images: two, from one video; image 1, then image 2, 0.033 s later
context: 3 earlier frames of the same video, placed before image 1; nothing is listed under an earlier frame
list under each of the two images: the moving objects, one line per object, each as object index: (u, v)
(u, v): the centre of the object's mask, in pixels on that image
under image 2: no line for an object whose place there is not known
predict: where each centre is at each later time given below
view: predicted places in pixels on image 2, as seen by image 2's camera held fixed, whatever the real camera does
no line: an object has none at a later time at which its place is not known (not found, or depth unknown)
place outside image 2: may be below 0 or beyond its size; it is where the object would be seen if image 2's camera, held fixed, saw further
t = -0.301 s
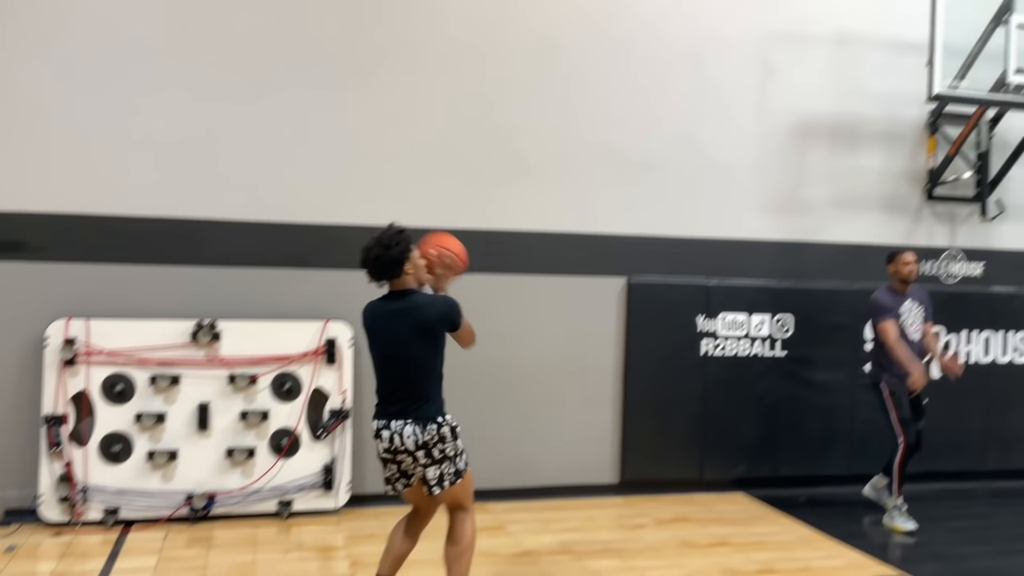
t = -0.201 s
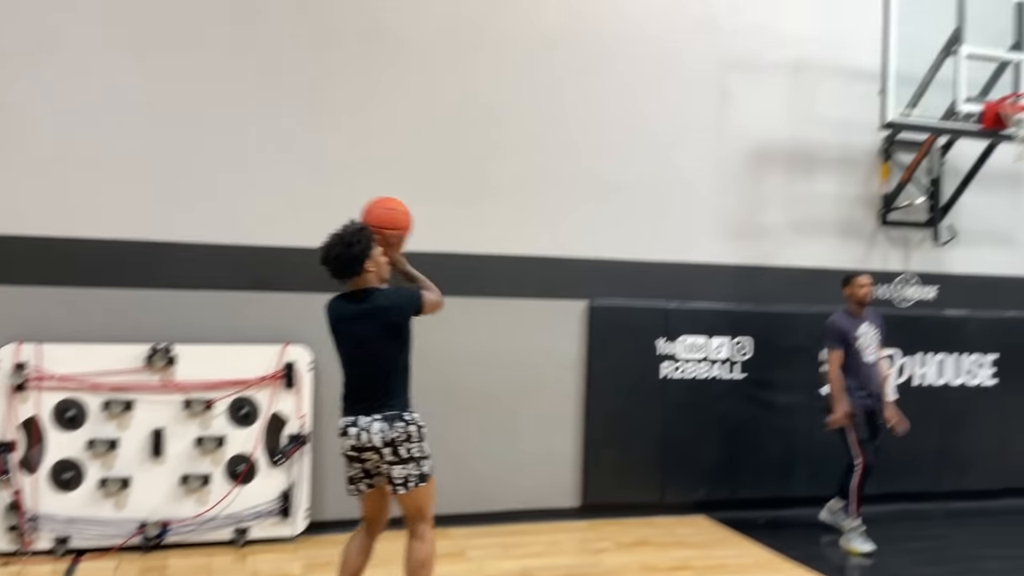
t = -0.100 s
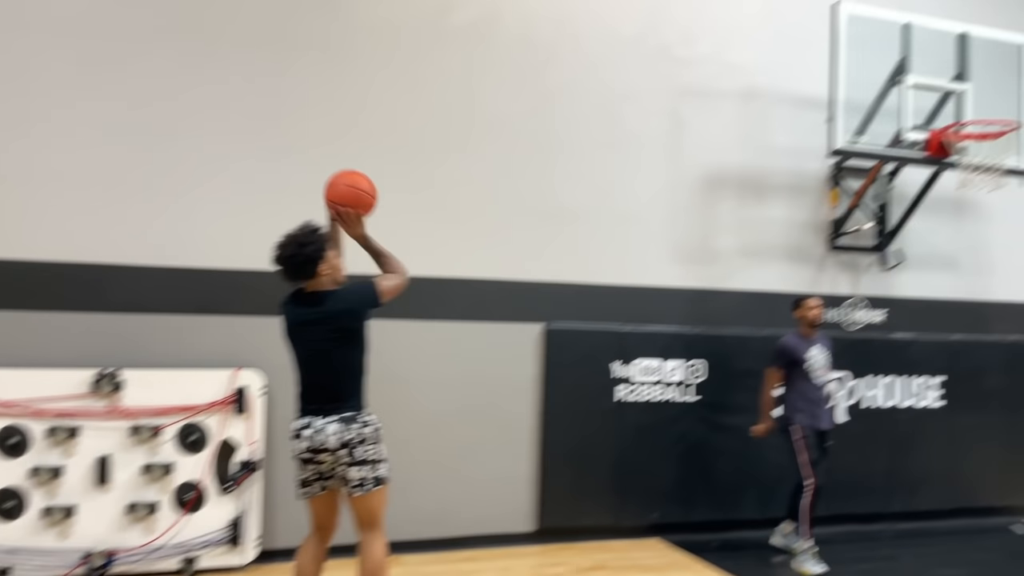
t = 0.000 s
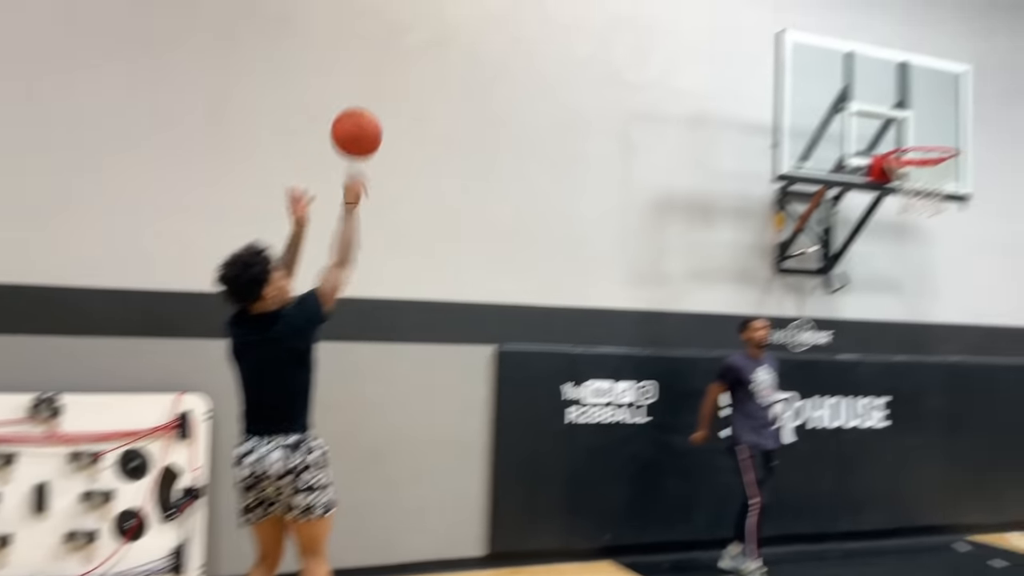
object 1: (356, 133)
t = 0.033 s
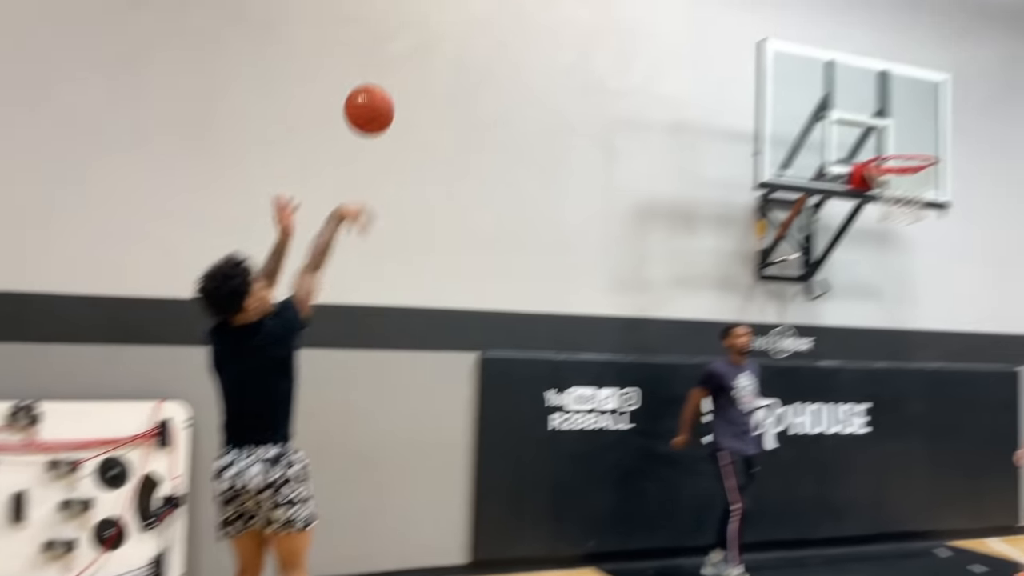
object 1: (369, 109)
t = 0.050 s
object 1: (385, 95)
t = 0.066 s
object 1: (400, 82)
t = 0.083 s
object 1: (414, 70)
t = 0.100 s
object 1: (429, 58)
